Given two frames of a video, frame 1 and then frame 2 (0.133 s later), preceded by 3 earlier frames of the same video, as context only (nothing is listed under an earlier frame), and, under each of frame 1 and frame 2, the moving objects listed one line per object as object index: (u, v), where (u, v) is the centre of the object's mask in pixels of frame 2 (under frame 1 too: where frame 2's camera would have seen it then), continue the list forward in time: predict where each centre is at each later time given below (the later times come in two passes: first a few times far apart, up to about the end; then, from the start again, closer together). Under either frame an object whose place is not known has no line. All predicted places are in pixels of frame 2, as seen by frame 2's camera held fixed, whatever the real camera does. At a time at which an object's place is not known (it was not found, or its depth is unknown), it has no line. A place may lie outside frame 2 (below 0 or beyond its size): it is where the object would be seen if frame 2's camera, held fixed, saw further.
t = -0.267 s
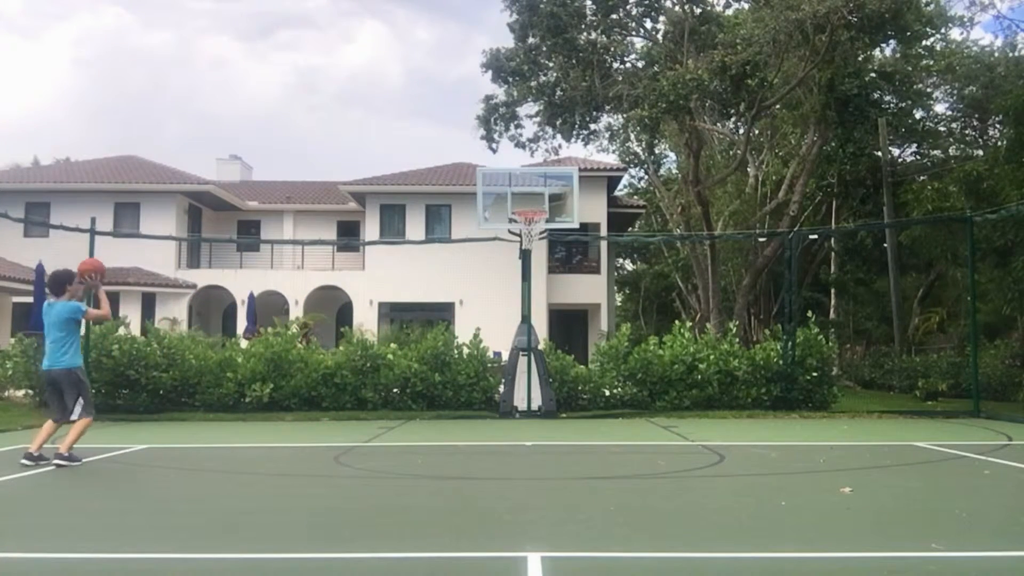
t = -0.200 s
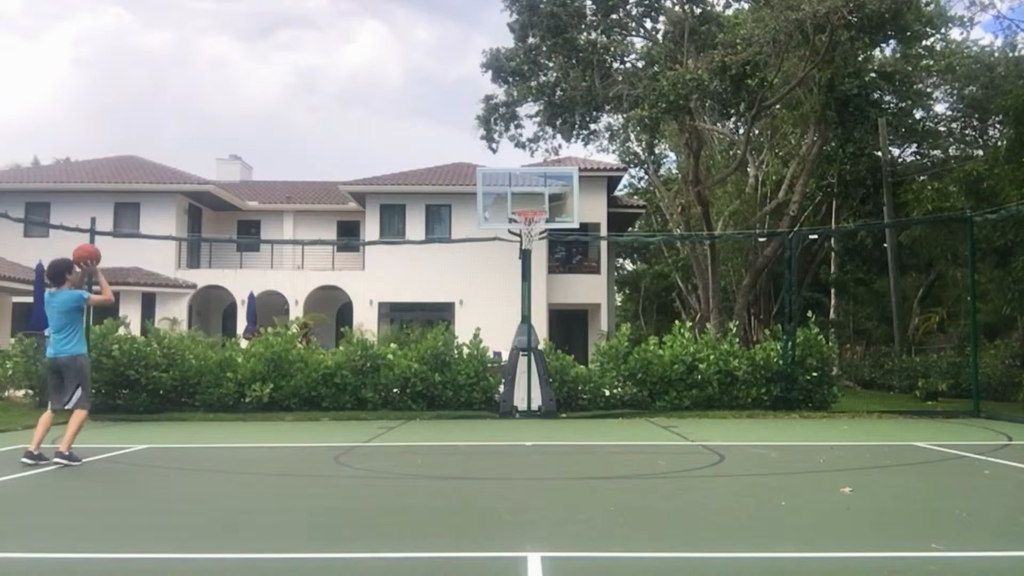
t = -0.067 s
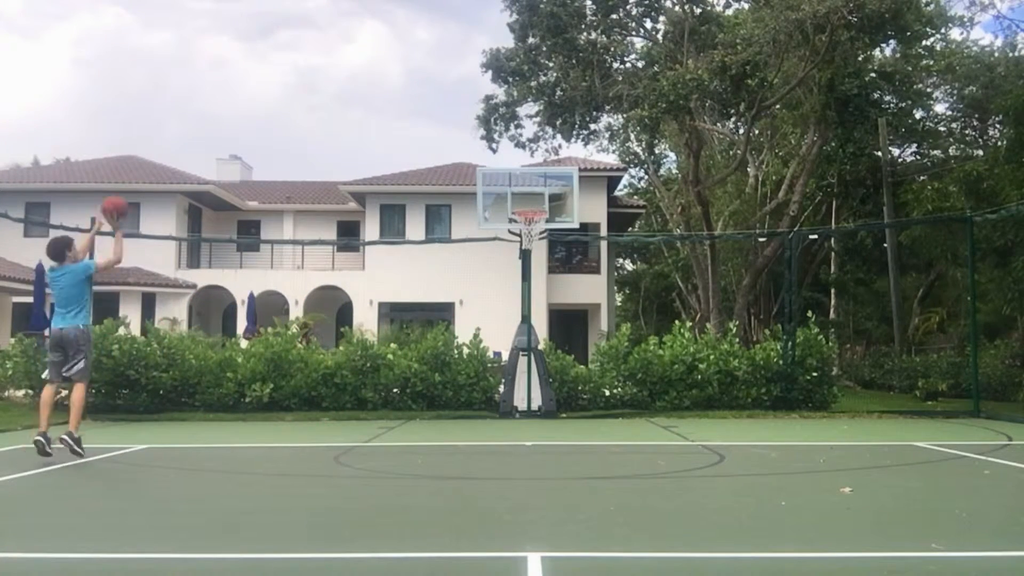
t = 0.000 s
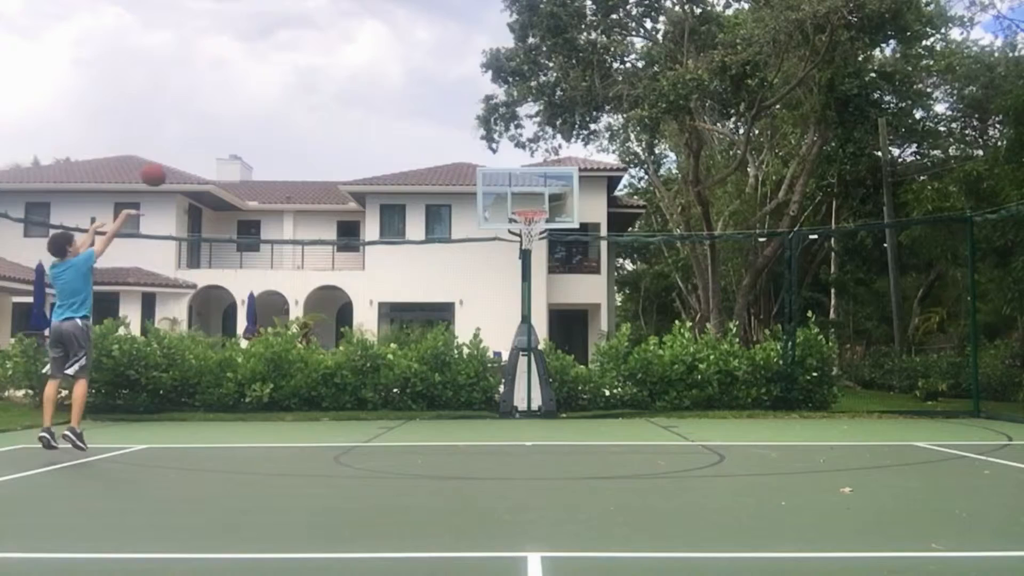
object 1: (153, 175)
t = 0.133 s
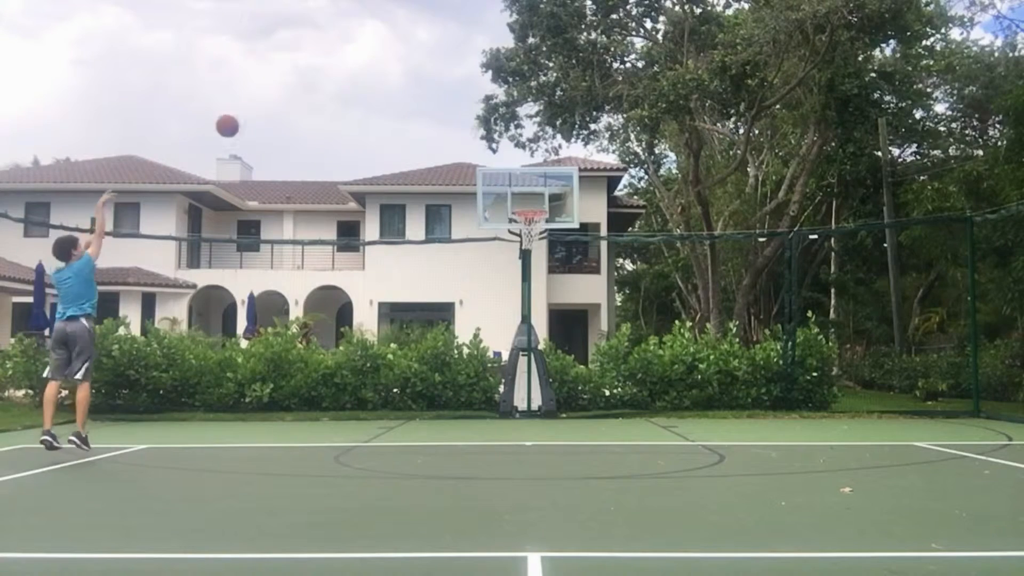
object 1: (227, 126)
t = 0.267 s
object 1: (290, 99)
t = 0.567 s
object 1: (405, 98)
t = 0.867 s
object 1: (494, 157)
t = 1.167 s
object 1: (520, 223)
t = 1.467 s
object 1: (514, 225)
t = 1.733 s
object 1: (511, 273)
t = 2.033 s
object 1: (508, 385)
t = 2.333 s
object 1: (512, 348)
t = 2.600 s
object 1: (518, 315)
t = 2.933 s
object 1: (523, 341)
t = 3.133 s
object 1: (526, 393)
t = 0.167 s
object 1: (244, 117)
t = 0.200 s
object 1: (260, 110)
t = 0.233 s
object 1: (276, 103)
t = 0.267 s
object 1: (290, 99)
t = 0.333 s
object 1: (319, 92)
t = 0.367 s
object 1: (332, 90)
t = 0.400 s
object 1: (345, 90)
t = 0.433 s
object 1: (358, 90)
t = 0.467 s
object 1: (370, 91)
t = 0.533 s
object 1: (394, 95)
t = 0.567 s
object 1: (405, 98)
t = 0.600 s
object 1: (416, 102)
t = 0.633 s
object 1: (427, 107)
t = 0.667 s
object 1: (437, 112)
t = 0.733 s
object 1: (457, 125)
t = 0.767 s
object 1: (467, 132)
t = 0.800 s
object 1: (476, 140)
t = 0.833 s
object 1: (485, 148)
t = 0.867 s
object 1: (494, 157)
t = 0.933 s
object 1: (511, 177)
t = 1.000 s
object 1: (528, 198)
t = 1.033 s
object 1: (535, 208)
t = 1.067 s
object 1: (534, 216)
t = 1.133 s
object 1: (524, 221)
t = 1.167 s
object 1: (520, 223)
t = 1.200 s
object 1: (517, 223)
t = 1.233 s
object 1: (516, 220)
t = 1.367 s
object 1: (514, 219)
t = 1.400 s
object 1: (514, 219)
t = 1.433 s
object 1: (514, 221)
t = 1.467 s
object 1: (514, 225)
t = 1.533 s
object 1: (513, 232)
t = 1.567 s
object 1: (513, 237)
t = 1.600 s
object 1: (512, 243)
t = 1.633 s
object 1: (512, 249)
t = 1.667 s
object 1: (512, 256)
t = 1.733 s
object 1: (511, 273)
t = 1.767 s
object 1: (511, 283)
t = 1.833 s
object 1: (510, 304)
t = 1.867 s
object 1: (510, 315)
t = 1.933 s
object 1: (509, 341)
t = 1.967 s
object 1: (509, 355)
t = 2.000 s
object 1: (508, 368)
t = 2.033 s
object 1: (508, 385)
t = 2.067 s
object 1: (508, 401)
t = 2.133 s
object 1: (508, 405)
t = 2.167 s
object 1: (509, 394)
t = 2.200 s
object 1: (510, 383)
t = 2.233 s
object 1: (511, 373)
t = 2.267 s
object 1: (511, 364)
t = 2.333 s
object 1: (512, 348)
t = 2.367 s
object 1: (513, 341)
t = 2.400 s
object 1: (514, 335)
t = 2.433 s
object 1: (514, 329)
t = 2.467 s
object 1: (515, 325)
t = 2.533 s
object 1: (516, 318)
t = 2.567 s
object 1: (517, 316)
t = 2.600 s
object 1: (518, 315)
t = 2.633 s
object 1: (518, 314)
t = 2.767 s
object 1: (520, 318)
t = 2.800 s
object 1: (520, 321)
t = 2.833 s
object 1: (521, 325)
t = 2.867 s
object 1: (522, 330)
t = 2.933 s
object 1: (523, 341)
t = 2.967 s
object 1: (524, 348)
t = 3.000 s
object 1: (524, 355)
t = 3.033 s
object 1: (524, 364)
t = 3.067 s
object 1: (525, 373)
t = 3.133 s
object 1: (526, 393)
